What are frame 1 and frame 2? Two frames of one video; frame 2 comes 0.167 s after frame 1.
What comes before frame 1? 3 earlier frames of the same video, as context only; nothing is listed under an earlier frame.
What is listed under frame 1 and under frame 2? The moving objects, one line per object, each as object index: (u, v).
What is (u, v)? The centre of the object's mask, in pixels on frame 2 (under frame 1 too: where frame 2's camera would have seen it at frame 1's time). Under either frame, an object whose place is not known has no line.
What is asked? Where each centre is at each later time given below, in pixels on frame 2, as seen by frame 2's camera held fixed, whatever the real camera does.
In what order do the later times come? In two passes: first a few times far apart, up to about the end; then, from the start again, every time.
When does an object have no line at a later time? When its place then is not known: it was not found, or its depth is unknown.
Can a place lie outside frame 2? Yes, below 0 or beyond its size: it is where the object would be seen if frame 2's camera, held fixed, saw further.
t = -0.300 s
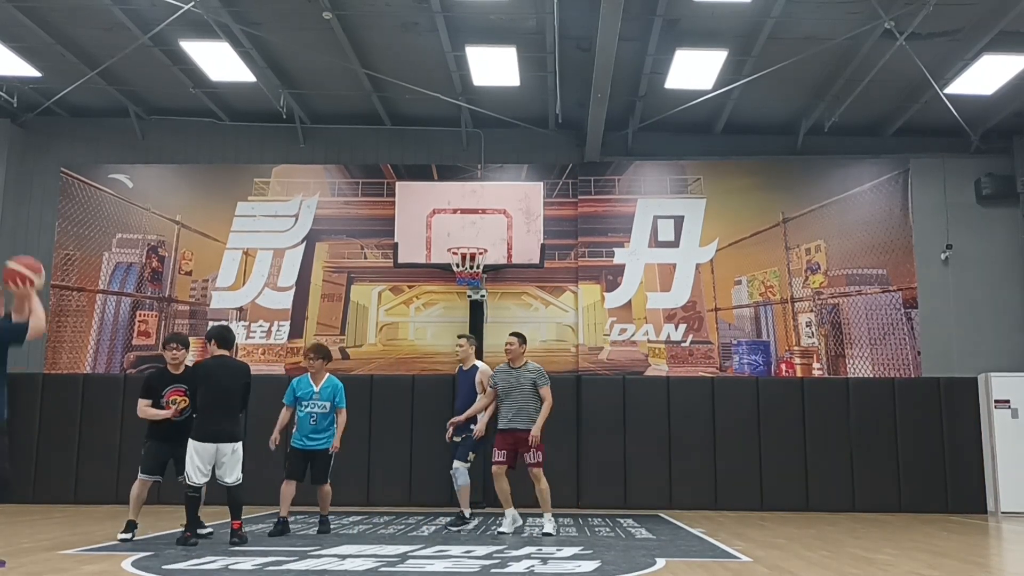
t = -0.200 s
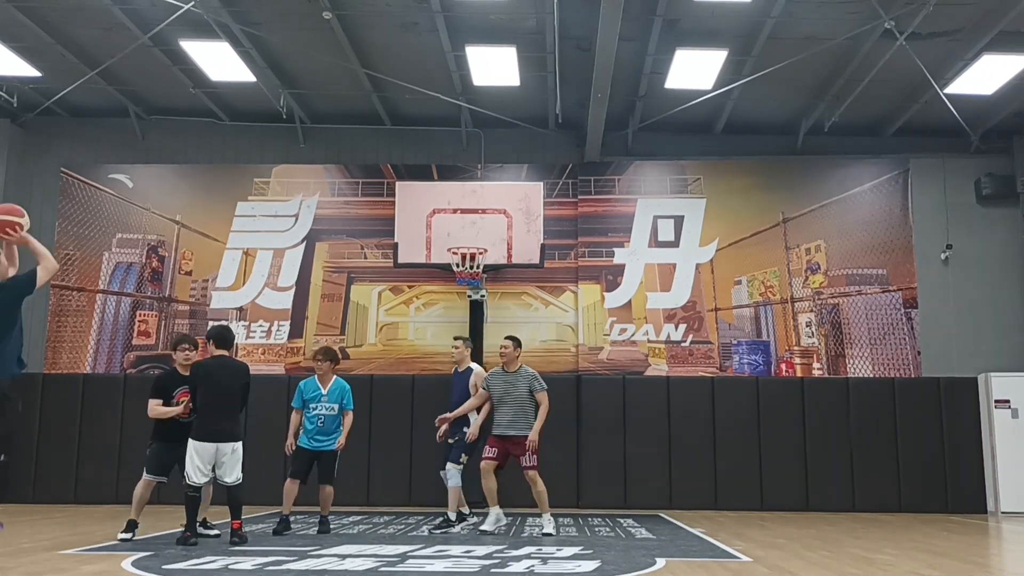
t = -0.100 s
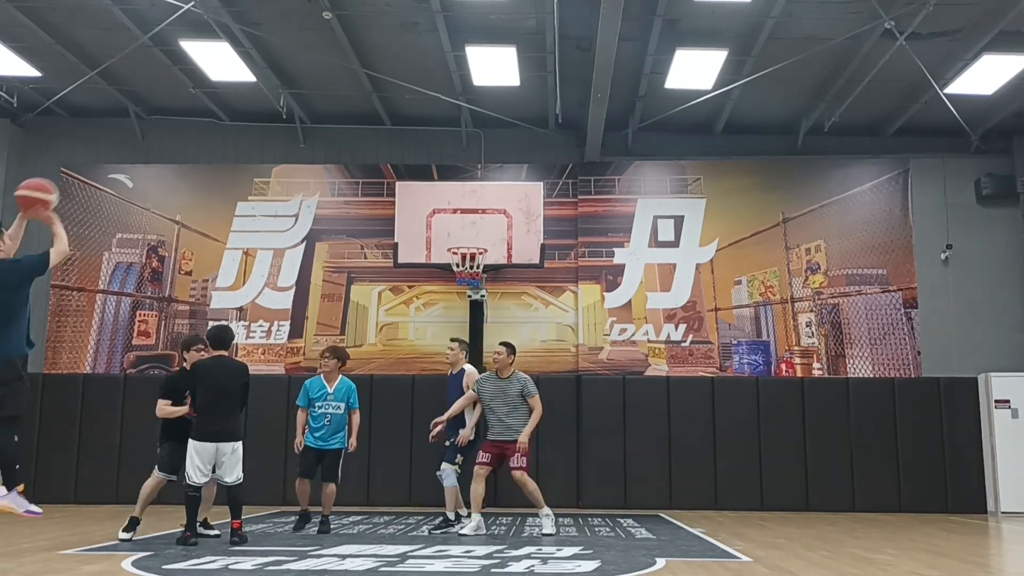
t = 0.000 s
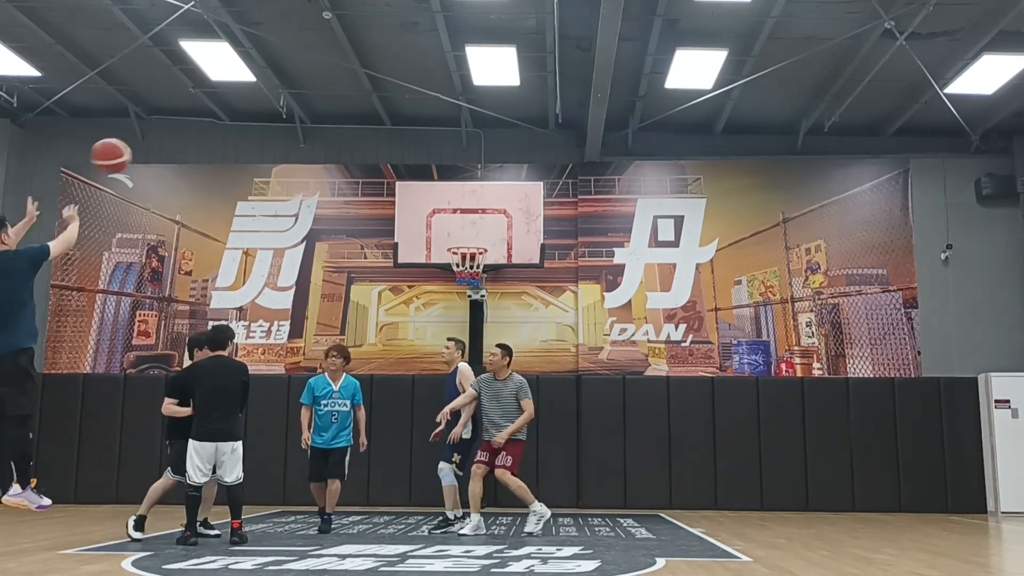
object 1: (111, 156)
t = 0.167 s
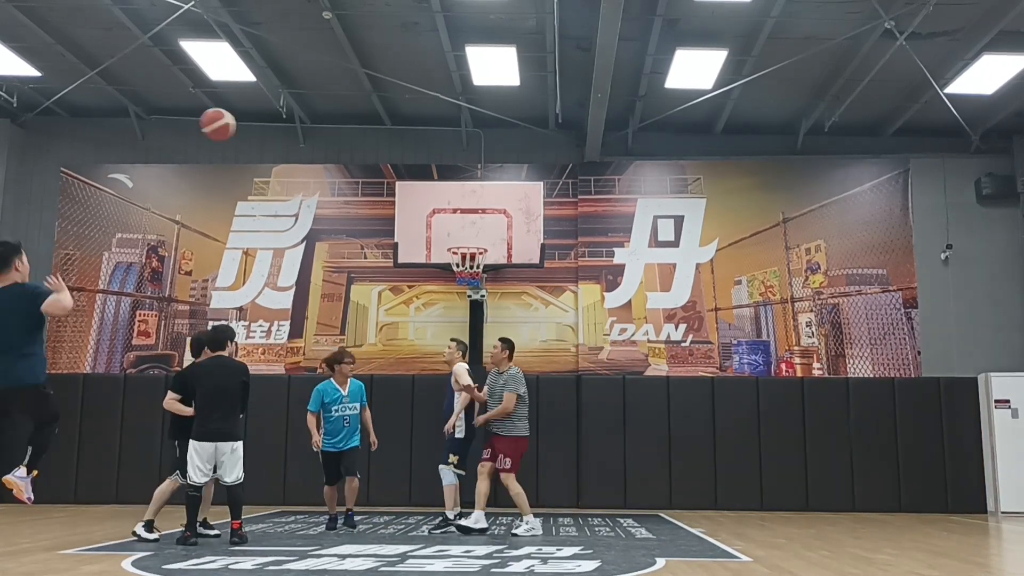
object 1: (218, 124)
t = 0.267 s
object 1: (271, 123)
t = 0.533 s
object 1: (389, 170)
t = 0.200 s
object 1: (236, 123)
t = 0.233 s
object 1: (255, 122)
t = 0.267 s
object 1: (271, 123)
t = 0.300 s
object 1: (288, 125)
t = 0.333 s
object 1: (304, 129)
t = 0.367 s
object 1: (319, 134)
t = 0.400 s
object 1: (334, 139)
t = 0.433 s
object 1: (348, 145)
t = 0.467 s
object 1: (363, 153)
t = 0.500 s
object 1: (376, 161)
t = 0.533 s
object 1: (389, 170)
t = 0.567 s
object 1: (401, 180)
